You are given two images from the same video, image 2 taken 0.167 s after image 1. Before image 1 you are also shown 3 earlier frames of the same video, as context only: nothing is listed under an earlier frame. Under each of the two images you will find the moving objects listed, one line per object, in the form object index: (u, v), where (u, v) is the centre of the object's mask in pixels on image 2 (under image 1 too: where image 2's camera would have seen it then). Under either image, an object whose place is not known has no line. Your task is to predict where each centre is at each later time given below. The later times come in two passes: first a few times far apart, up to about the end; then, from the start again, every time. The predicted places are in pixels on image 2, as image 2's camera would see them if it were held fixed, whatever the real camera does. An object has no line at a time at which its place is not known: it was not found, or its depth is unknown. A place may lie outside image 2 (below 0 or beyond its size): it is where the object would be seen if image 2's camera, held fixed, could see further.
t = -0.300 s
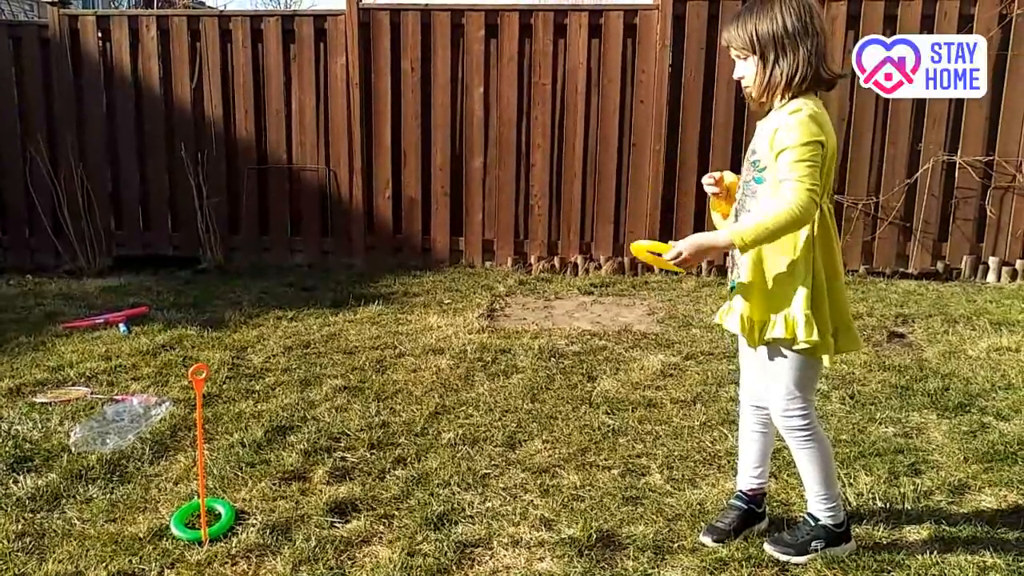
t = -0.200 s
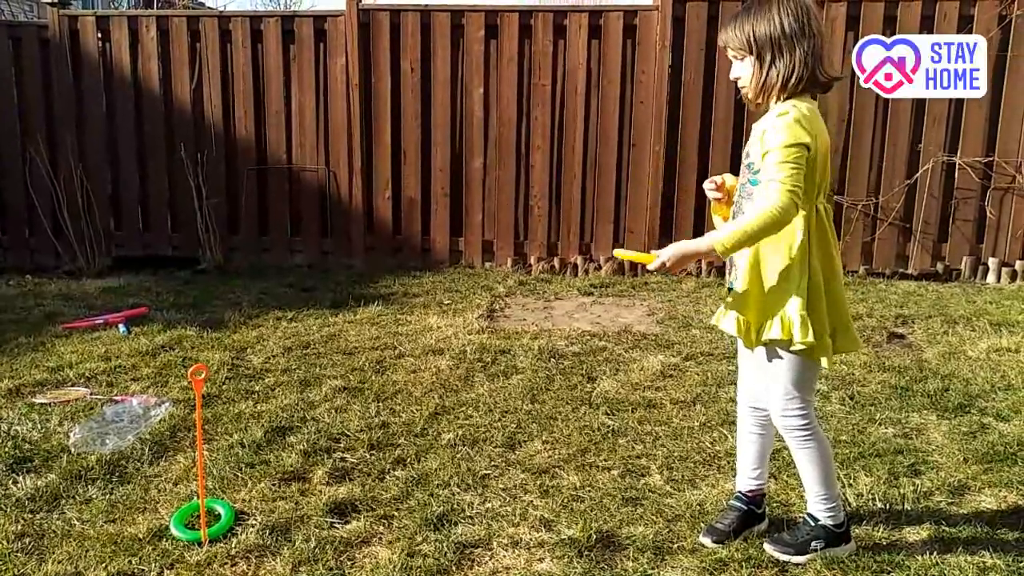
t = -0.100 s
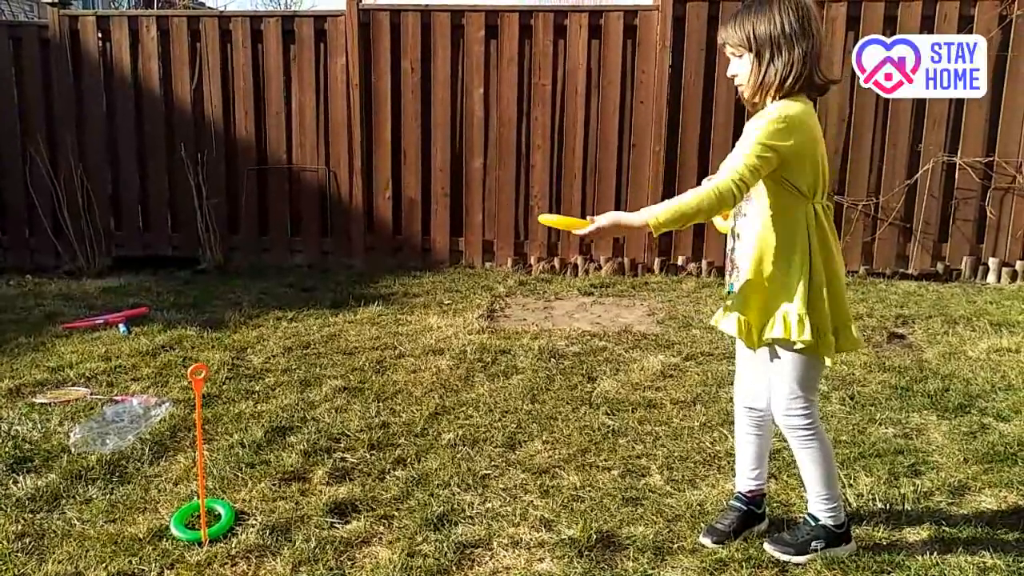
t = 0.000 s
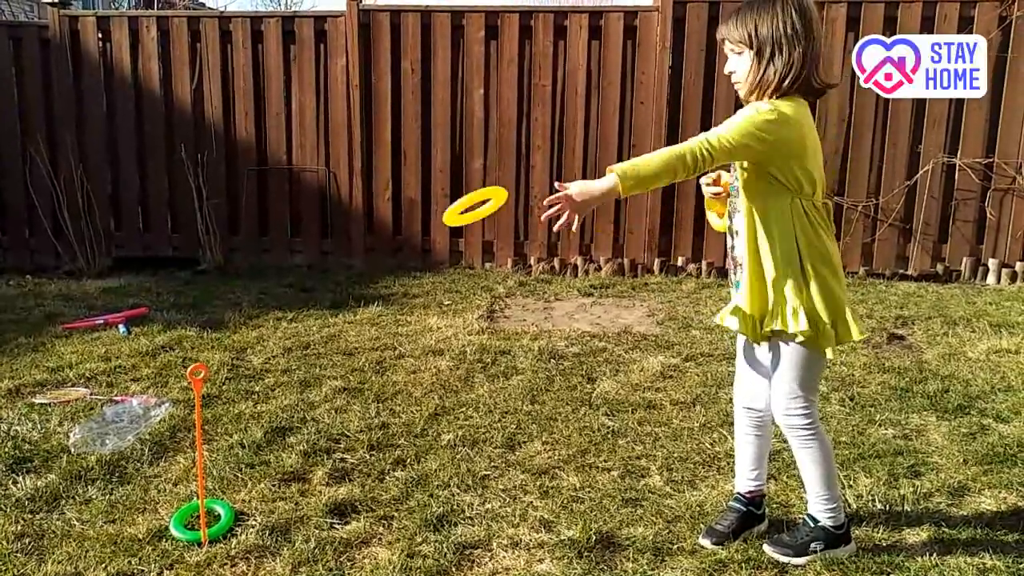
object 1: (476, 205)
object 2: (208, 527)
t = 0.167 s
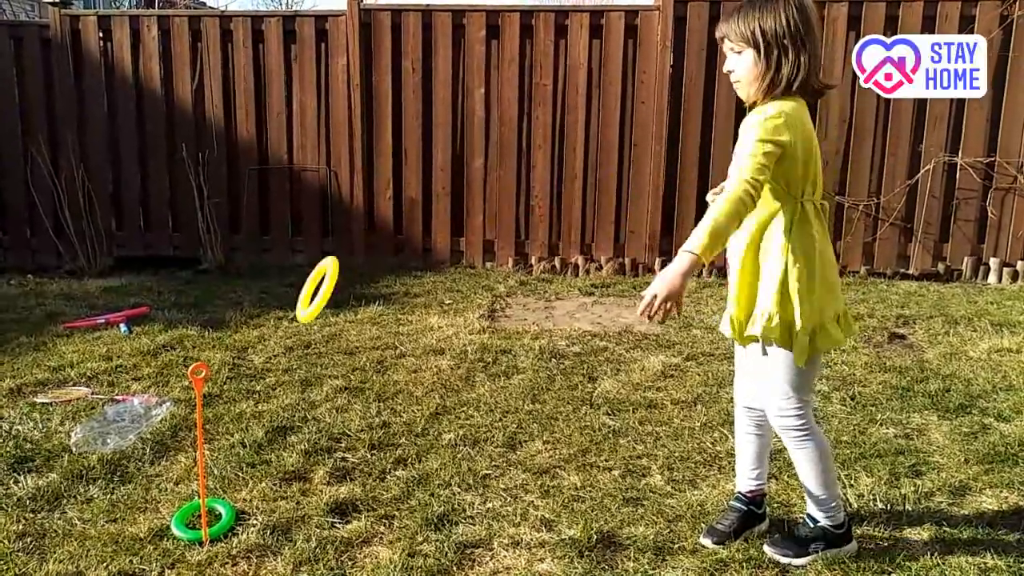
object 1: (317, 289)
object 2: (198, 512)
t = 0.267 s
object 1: (229, 407)
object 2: (199, 511)
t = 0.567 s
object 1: (156, 535)
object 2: (198, 512)
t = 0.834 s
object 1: (167, 526)
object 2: (215, 522)
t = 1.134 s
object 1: (177, 530)
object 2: (220, 517)
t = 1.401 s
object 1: (177, 531)
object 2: (219, 517)
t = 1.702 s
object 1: (177, 531)
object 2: (219, 518)
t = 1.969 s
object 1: (177, 531)
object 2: (219, 518)
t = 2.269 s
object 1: (177, 531)
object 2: (209, 520)
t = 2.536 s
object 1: (177, 531)
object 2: (210, 520)
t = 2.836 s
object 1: (177, 531)
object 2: (210, 520)
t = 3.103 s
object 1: (177, 531)
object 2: (209, 520)
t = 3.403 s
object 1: (178, 530)
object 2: (210, 519)
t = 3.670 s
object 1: (178, 530)
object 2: (210, 519)
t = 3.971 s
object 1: (178, 530)
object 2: (210, 519)
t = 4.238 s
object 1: (178, 530)
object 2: (210, 519)
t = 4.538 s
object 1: (178, 530)
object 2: (210, 520)
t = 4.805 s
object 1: (178, 530)
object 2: (210, 520)
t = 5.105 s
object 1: (178, 530)
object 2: (210, 519)
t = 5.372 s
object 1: (178, 530)
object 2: (210, 520)
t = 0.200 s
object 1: (287, 323)
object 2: (209, 527)
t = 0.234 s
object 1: (258, 363)
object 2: (209, 528)
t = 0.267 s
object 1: (229, 407)
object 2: (199, 511)
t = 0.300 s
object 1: (201, 455)
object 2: (199, 512)
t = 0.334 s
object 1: (173, 508)
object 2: (217, 521)
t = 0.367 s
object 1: (146, 545)
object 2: (199, 513)
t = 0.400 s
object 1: (139, 569)
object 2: (199, 512)
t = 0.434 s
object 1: (140, 554)
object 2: (199, 512)
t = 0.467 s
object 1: (144, 541)
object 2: (198, 513)
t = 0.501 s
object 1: (148, 535)
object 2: (208, 527)
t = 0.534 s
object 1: (152, 533)
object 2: (209, 526)
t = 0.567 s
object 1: (156, 535)
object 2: (198, 512)
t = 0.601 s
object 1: (159, 533)
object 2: (208, 528)
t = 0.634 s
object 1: (160, 531)
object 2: (210, 526)
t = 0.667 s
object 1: (161, 530)
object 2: (209, 526)
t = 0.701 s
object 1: (161, 529)
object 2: (209, 527)
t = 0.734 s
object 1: (162, 528)
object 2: (209, 526)
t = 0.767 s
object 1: (163, 527)
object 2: (210, 526)
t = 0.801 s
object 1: (165, 526)
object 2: (211, 526)
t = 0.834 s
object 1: (167, 526)
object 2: (215, 522)
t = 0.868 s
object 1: (170, 526)
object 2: (216, 522)
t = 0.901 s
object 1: (174, 527)
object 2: (220, 517)
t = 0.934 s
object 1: (178, 529)
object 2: (220, 517)
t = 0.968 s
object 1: (178, 530)
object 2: (220, 517)
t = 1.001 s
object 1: (178, 530)
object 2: (220, 517)
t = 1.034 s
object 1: (178, 530)
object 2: (220, 517)
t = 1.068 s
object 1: (177, 530)
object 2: (220, 517)
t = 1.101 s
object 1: (177, 531)
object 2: (220, 517)
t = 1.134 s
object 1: (177, 530)
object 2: (220, 517)
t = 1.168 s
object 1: (177, 531)
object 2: (220, 517)
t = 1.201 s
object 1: (177, 531)
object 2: (220, 517)
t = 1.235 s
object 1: (177, 531)
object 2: (220, 517)
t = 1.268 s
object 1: (177, 531)
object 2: (219, 518)
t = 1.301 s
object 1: (177, 531)
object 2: (219, 518)
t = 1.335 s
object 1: (177, 531)
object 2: (219, 518)
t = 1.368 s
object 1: (177, 531)
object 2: (219, 517)
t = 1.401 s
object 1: (177, 531)
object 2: (219, 517)
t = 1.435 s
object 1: (177, 531)
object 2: (219, 518)
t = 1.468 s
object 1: (177, 531)
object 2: (219, 517)
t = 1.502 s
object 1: (177, 531)
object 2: (219, 517)
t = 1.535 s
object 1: (177, 531)
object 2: (219, 517)
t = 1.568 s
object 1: (177, 531)
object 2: (219, 518)
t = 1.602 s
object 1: (177, 531)
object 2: (219, 518)
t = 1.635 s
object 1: (177, 531)
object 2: (219, 518)
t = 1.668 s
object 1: (177, 531)
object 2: (219, 518)
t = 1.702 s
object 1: (177, 531)
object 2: (219, 518)
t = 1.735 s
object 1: (177, 531)
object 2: (219, 518)
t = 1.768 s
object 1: (177, 531)
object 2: (219, 517)
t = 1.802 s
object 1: (177, 531)
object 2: (219, 518)
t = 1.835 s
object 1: (177, 531)
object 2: (219, 518)
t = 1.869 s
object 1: (177, 531)
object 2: (219, 518)
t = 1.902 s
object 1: (177, 531)
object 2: (219, 518)
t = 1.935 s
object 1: (177, 531)
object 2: (209, 520)
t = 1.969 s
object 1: (177, 531)
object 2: (219, 518)
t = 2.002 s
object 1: (177, 531)
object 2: (219, 518)
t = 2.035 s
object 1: (177, 531)
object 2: (219, 518)
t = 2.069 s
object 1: (177, 531)
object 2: (219, 518)
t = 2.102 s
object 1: (177, 531)
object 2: (210, 520)
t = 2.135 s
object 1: (177, 531)
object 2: (219, 518)
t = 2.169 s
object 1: (177, 531)
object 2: (210, 520)
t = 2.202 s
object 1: (177, 531)
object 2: (210, 520)
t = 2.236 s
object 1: (177, 531)
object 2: (210, 520)
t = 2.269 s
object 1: (177, 531)
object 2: (209, 520)
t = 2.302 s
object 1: (177, 531)
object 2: (209, 520)
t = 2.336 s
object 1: (177, 531)
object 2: (210, 520)
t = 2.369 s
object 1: (177, 531)
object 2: (210, 520)
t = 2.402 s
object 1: (177, 531)
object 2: (209, 520)
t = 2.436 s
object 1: (177, 531)
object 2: (210, 520)
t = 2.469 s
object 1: (177, 531)
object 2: (210, 520)
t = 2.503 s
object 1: (177, 531)
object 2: (209, 520)
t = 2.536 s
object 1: (177, 531)
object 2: (210, 520)
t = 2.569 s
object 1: (177, 531)
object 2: (209, 520)
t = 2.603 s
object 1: (177, 531)
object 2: (210, 520)
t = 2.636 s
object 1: (177, 531)
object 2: (210, 520)
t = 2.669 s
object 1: (177, 531)
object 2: (210, 520)
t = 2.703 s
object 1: (177, 531)
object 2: (209, 520)
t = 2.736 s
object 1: (177, 531)
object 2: (209, 520)
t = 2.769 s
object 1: (177, 531)
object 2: (209, 520)
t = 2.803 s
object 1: (177, 531)
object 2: (209, 520)
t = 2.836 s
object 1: (177, 531)
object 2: (210, 520)
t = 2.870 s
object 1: (177, 531)
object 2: (210, 520)
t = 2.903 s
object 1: (177, 531)
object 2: (209, 520)
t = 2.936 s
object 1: (177, 531)
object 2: (210, 520)
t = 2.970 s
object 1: (177, 531)
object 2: (210, 520)
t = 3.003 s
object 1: (177, 531)
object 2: (210, 520)
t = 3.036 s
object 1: (177, 531)
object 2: (209, 520)
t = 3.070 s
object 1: (177, 531)
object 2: (210, 520)
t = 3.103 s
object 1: (177, 531)
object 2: (209, 520)
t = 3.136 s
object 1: (178, 531)
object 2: (209, 520)
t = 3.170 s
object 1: (177, 530)
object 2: (210, 519)
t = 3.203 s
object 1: (177, 530)
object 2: (209, 519)
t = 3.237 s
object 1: (177, 530)
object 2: (210, 519)
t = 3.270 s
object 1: (178, 530)
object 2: (209, 520)
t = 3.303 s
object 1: (178, 530)
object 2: (210, 520)
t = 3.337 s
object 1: (178, 530)
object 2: (210, 519)
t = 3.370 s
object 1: (178, 530)
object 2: (210, 519)
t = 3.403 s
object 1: (178, 530)
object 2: (210, 519)
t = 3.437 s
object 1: (178, 530)
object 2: (210, 519)
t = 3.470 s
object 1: (178, 530)
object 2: (210, 519)
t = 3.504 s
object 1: (178, 530)
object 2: (210, 519)
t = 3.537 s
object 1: (178, 530)
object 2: (210, 519)
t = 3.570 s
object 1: (178, 530)
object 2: (210, 519)
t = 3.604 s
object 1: (178, 530)
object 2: (210, 519)
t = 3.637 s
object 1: (178, 530)
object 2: (210, 519)
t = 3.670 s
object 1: (178, 530)
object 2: (210, 519)
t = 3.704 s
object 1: (178, 530)
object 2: (210, 519)
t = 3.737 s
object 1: (178, 530)
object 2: (210, 519)
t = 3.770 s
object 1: (178, 530)
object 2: (210, 519)
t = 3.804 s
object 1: (178, 530)
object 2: (210, 519)
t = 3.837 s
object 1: (178, 530)
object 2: (210, 519)
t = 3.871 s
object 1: (178, 530)
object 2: (210, 519)
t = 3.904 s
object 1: (178, 530)
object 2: (210, 519)
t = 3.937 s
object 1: (178, 530)
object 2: (210, 519)
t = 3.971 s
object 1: (178, 530)
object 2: (210, 519)
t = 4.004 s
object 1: (178, 530)
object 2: (210, 519)
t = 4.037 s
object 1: (178, 530)
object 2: (210, 519)
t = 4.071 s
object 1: (178, 530)
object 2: (210, 519)
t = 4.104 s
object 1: (178, 530)
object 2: (210, 519)
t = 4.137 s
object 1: (178, 530)
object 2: (210, 519)
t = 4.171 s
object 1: (178, 530)
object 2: (210, 519)
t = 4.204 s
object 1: (178, 530)
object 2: (210, 519)
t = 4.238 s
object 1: (178, 530)
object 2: (210, 519)
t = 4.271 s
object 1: (178, 530)
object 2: (210, 519)
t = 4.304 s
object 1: (178, 530)
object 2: (210, 519)
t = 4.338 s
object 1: (178, 530)
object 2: (210, 519)
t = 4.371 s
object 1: (178, 530)
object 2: (210, 519)
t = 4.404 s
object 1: (178, 530)
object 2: (210, 520)
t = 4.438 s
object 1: (178, 530)
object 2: (210, 519)
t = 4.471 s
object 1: (178, 530)
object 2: (210, 519)
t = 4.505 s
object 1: (178, 530)
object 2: (210, 519)
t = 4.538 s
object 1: (178, 530)
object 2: (210, 520)
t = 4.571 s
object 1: (178, 530)
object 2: (210, 519)
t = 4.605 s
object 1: (178, 530)
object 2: (210, 520)
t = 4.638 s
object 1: (178, 530)
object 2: (209, 520)
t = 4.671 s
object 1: (178, 530)
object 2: (210, 519)
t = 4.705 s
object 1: (178, 530)
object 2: (210, 519)
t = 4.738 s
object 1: (178, 530)
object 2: (210, 519)
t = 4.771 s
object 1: (178, 530)
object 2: (210, 520)
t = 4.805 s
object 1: (178, 530)
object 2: (210, 520)
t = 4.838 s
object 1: (178, 530)
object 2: (210, 519)
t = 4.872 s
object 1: (178, 530)
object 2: (210, 519)
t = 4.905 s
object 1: (178, 530)
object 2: (210, 520)
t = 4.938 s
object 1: (178, 530)
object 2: (209, 520)
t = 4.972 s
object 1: (178, 530)
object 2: (209, 520)
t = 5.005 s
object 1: (178, 530)
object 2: (210, 519)
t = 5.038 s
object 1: (178, 530)
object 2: (210, 519)
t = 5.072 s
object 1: (178, 530)
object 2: (210, 519)
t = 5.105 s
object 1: (178, 530)
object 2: (210, 519)
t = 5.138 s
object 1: (178, 530)
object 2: (209, 520)
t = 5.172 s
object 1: (178, 530)
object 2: (209, 520)
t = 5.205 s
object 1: (178, 530)
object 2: (209, 520)
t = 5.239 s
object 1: (178, 530)
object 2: (209, 520)
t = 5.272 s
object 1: (178, 530)
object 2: (210, 520)
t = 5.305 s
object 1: (178, 530)
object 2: (210, 520)
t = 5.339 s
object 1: (178, 530)
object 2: (210, 520)
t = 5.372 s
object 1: (178, 530)
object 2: (210, 520)
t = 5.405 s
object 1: (178, 530)
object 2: (210, 519)
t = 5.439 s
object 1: (178, 530)
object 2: (210, 520)
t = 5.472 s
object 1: (178, 530)
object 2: (210, 519)
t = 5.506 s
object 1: (178, 530)
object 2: (209, 520)
